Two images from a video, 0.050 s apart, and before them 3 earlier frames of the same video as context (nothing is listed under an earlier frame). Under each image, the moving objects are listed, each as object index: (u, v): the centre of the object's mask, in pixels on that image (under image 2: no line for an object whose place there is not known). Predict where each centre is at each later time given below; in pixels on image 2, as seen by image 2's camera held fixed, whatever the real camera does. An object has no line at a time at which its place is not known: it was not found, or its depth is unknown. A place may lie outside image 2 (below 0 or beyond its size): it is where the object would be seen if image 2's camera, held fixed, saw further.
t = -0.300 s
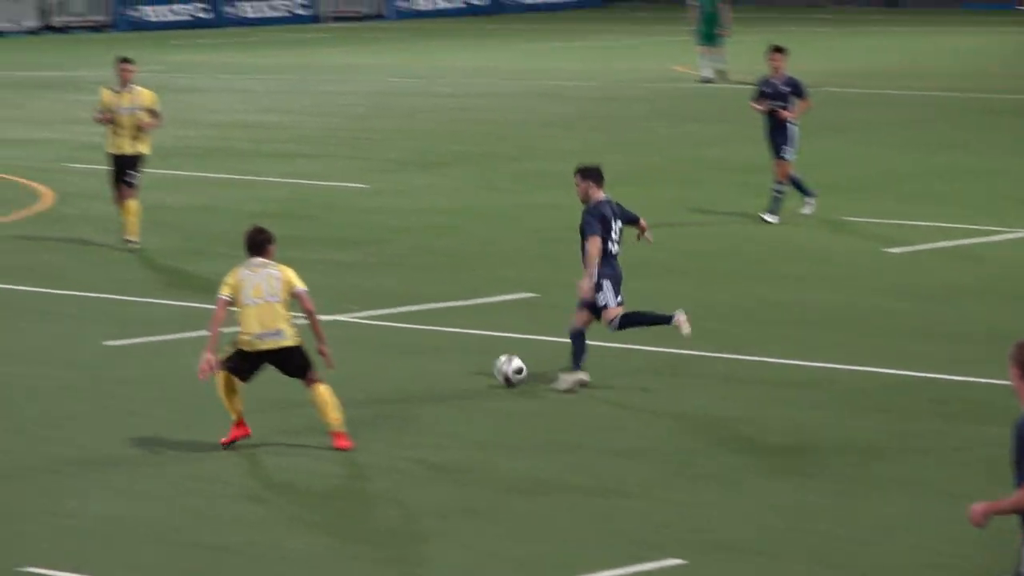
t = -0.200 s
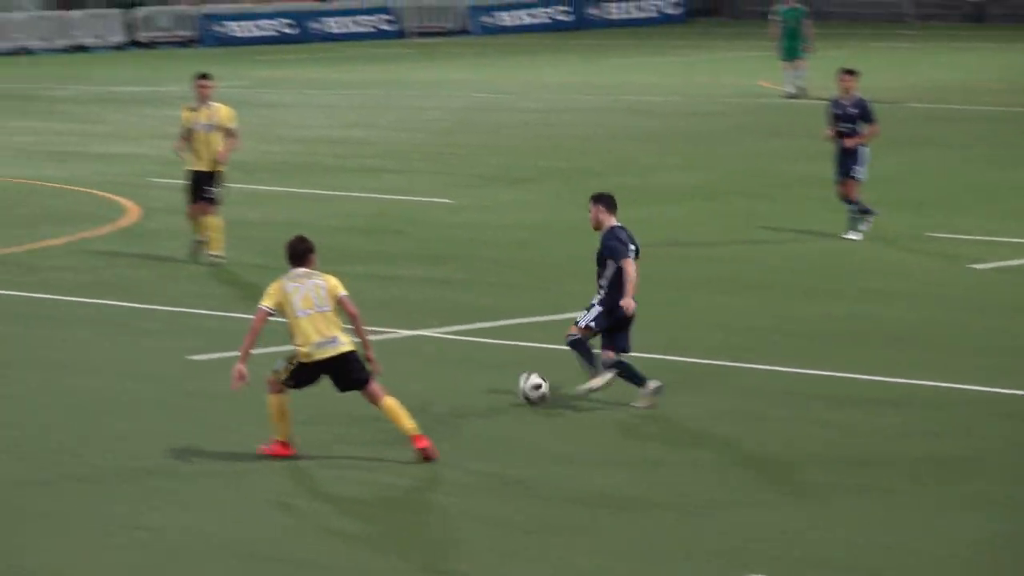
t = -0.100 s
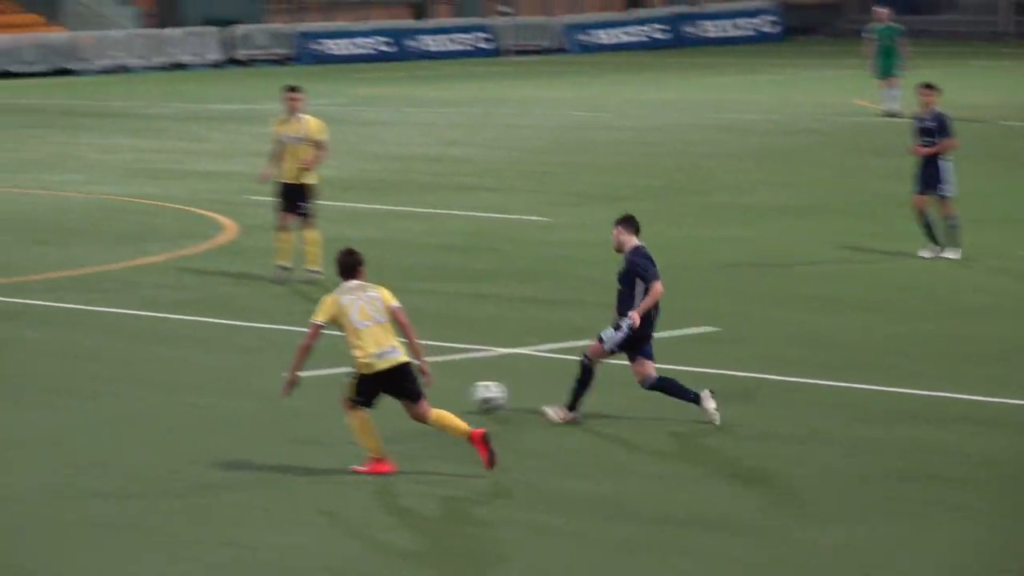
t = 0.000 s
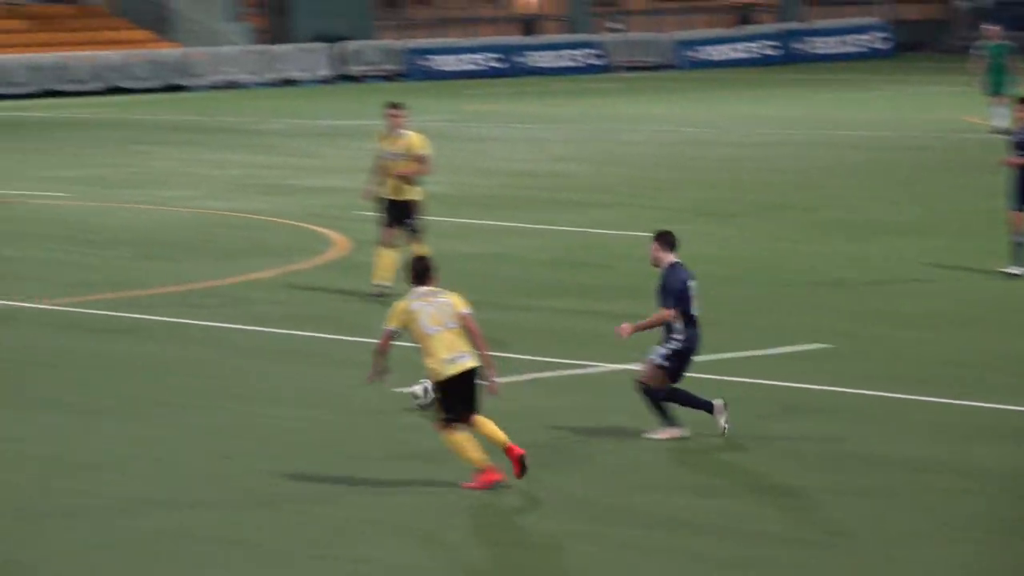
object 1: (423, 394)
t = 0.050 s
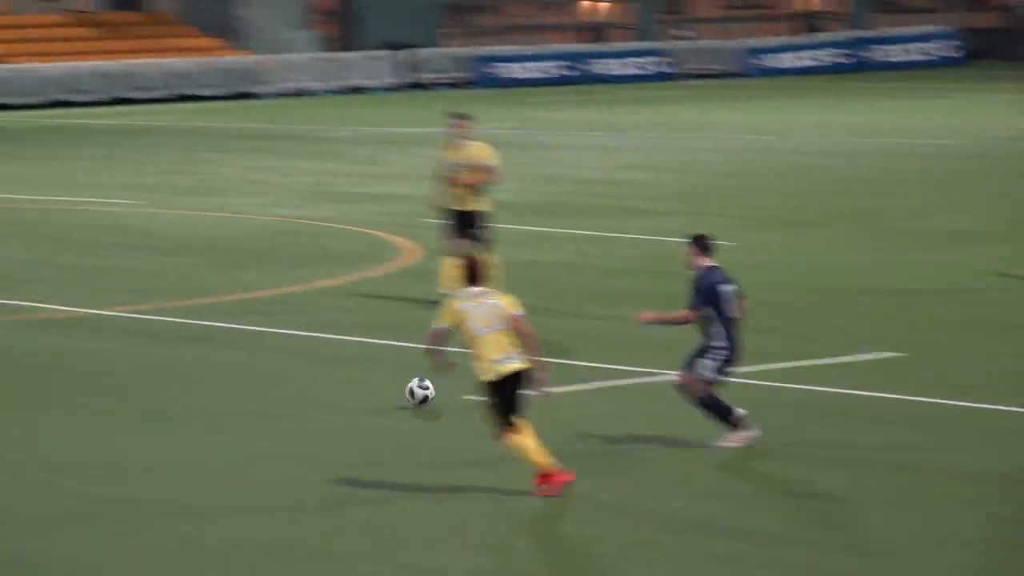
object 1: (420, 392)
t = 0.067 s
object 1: (398, 390)
